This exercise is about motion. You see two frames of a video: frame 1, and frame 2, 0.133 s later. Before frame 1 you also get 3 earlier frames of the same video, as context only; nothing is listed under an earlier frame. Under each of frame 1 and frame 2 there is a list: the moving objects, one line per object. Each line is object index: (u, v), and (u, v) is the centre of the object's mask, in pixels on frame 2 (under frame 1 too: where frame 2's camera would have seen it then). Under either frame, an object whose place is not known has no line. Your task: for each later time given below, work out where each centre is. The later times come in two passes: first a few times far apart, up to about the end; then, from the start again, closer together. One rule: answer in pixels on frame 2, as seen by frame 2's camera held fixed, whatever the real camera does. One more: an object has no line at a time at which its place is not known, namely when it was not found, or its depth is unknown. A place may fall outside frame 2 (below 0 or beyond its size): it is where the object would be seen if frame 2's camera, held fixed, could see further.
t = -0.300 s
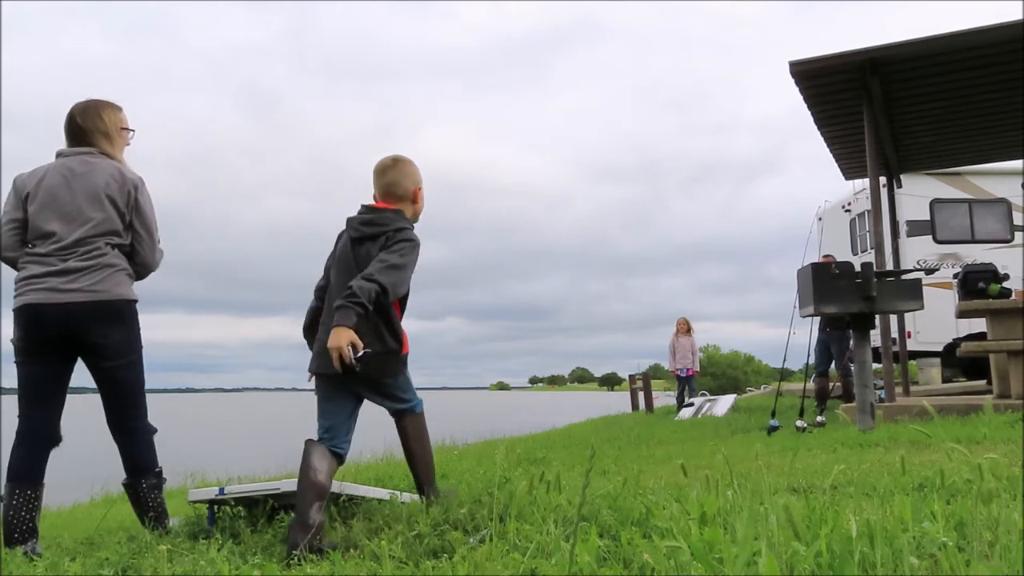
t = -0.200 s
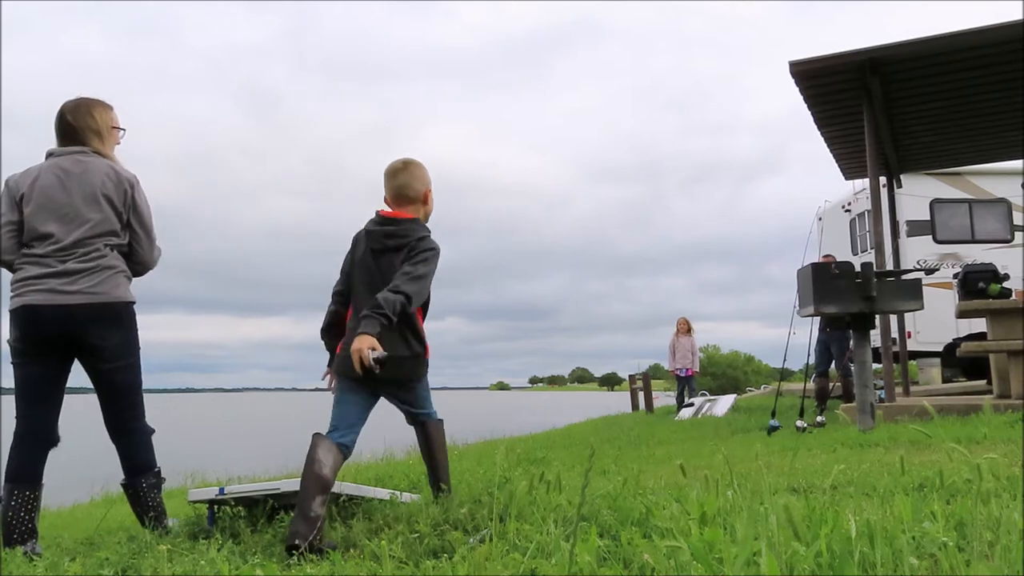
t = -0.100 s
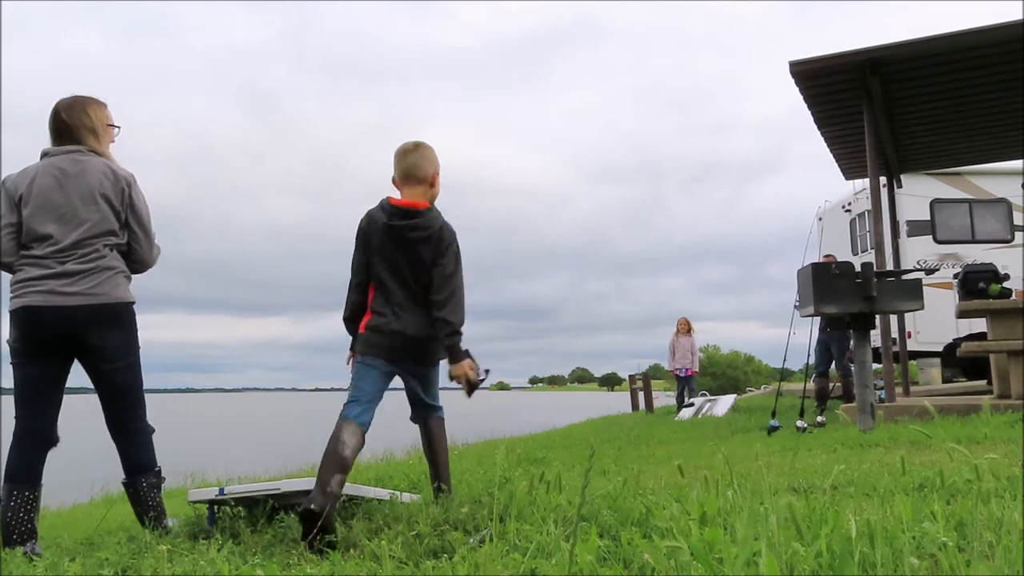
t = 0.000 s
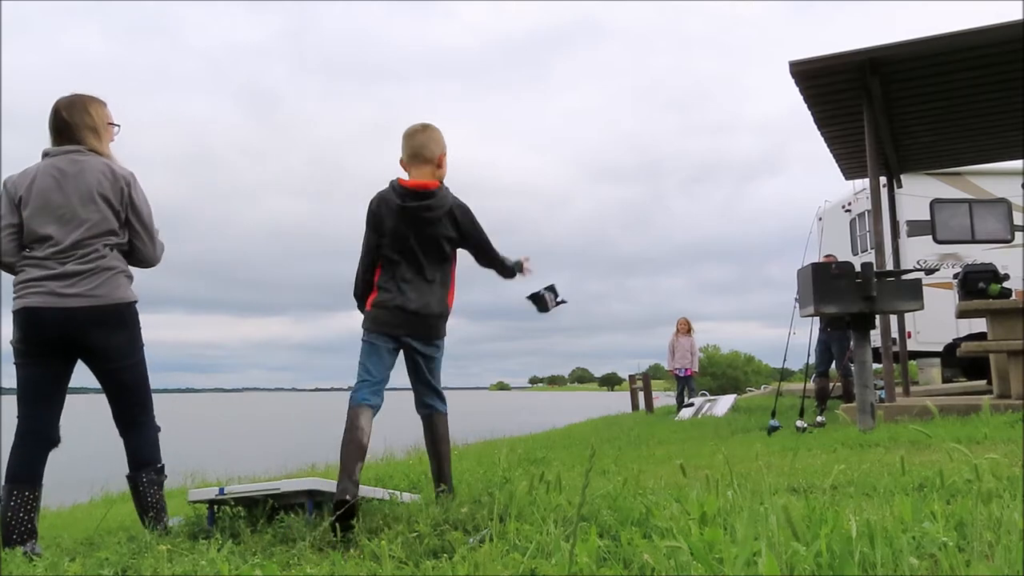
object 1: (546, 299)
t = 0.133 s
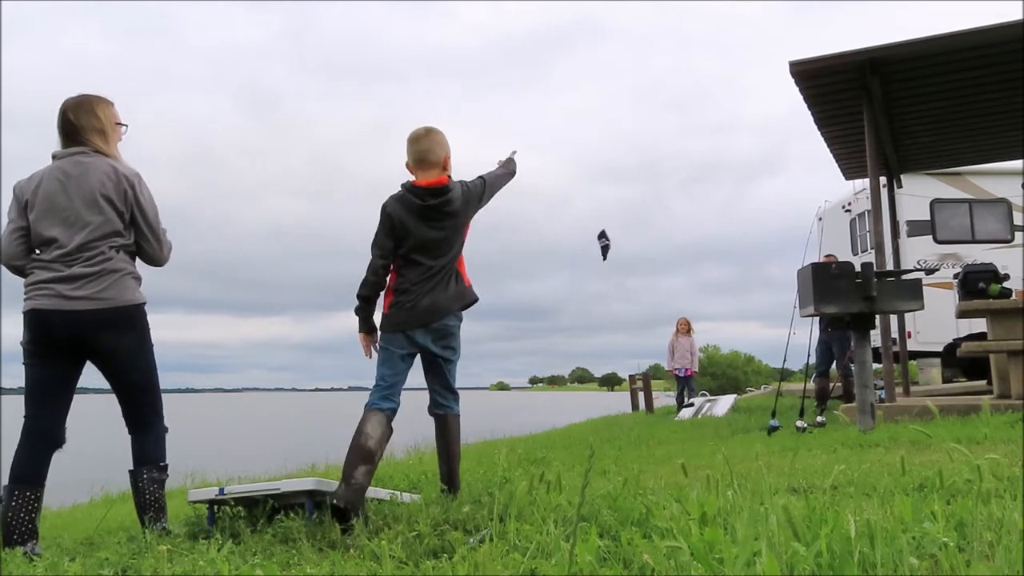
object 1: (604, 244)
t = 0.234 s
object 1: (633, 230)
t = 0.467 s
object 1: (690, 259)
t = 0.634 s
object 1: (719, 312)
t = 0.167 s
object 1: (614, 237)
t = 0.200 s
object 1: (624, 233)
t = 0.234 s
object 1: (633, 230)
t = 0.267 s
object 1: (642, 230)
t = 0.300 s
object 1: (651, 231)
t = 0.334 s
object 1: (659, 234)
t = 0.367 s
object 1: (668, 238)
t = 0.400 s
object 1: (676, 244)
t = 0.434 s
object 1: (683, 250)
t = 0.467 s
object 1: (690, 259)
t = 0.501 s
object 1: (697, 268)
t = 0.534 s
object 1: (703, 277)
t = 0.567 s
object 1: (709, 288)
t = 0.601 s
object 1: (714, 299)
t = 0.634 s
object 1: (719, 312)
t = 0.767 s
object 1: (737, 365)
